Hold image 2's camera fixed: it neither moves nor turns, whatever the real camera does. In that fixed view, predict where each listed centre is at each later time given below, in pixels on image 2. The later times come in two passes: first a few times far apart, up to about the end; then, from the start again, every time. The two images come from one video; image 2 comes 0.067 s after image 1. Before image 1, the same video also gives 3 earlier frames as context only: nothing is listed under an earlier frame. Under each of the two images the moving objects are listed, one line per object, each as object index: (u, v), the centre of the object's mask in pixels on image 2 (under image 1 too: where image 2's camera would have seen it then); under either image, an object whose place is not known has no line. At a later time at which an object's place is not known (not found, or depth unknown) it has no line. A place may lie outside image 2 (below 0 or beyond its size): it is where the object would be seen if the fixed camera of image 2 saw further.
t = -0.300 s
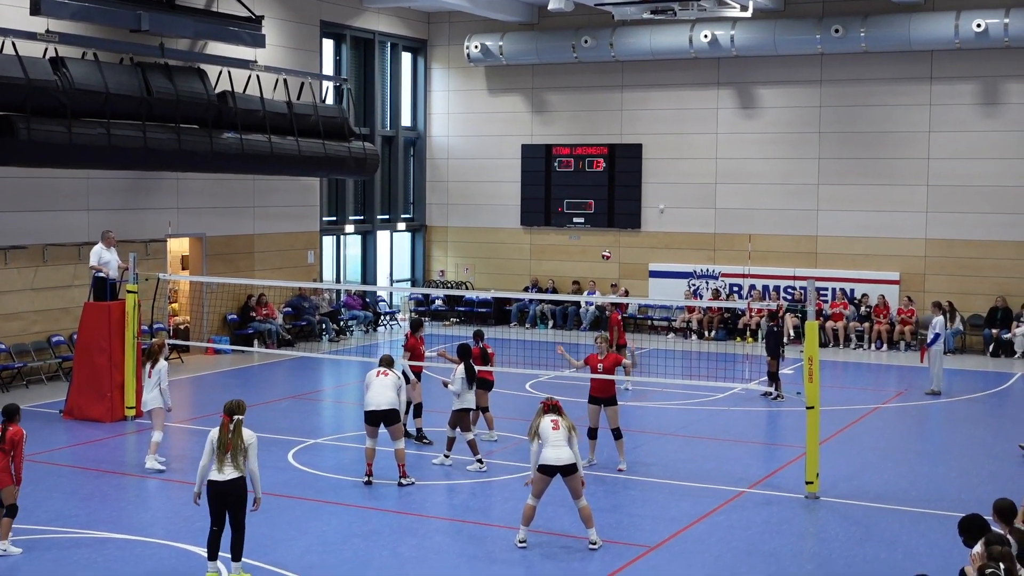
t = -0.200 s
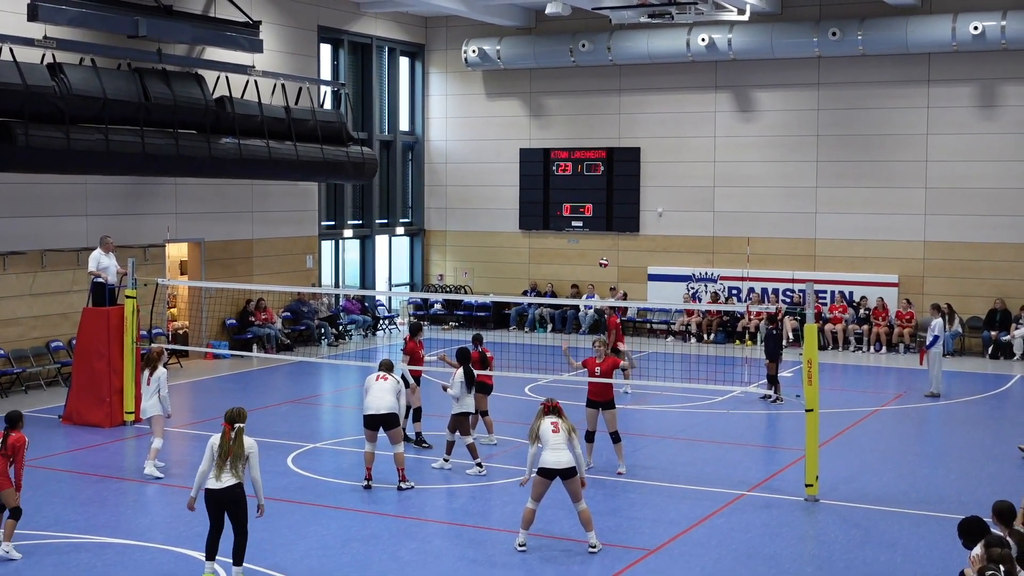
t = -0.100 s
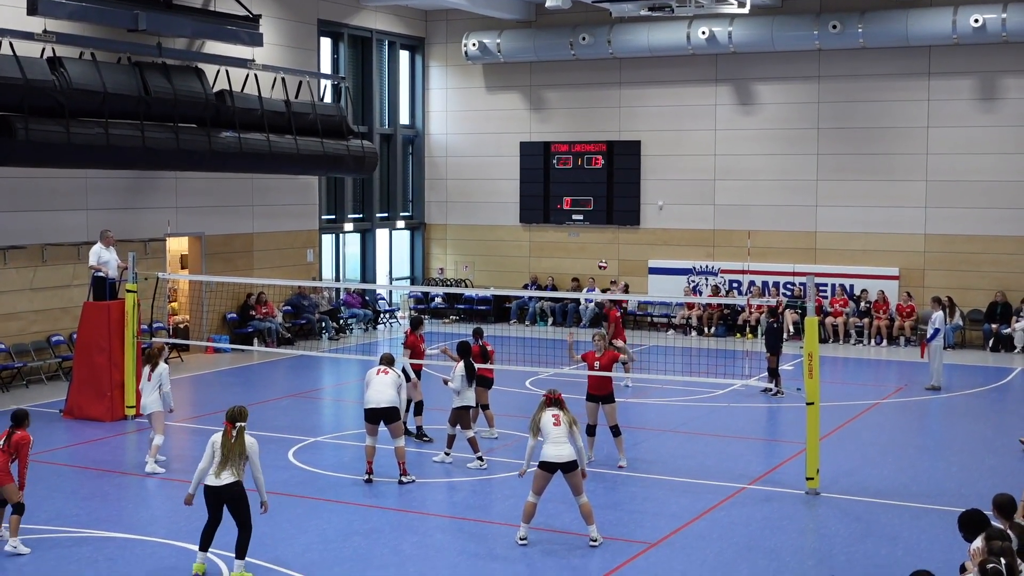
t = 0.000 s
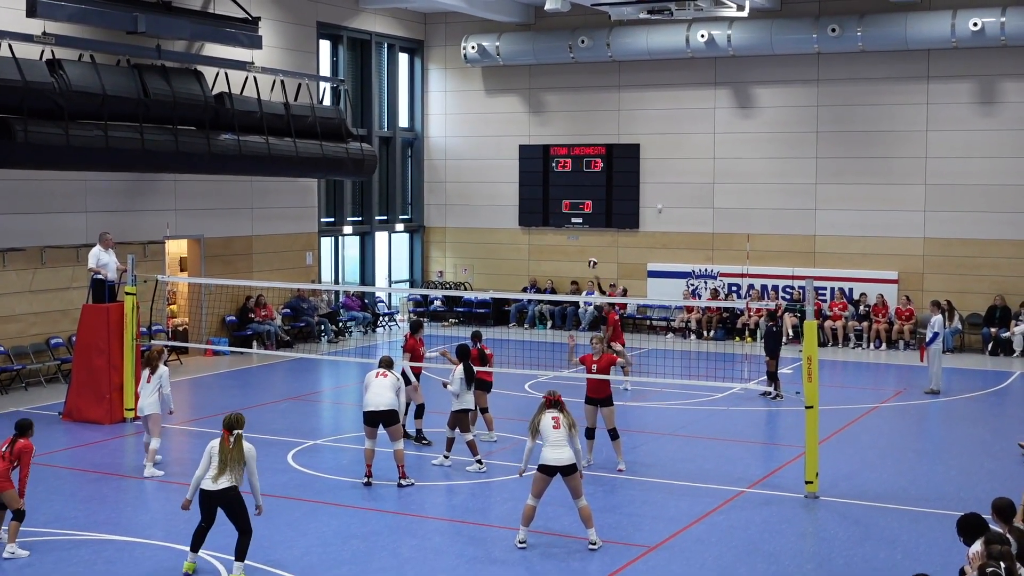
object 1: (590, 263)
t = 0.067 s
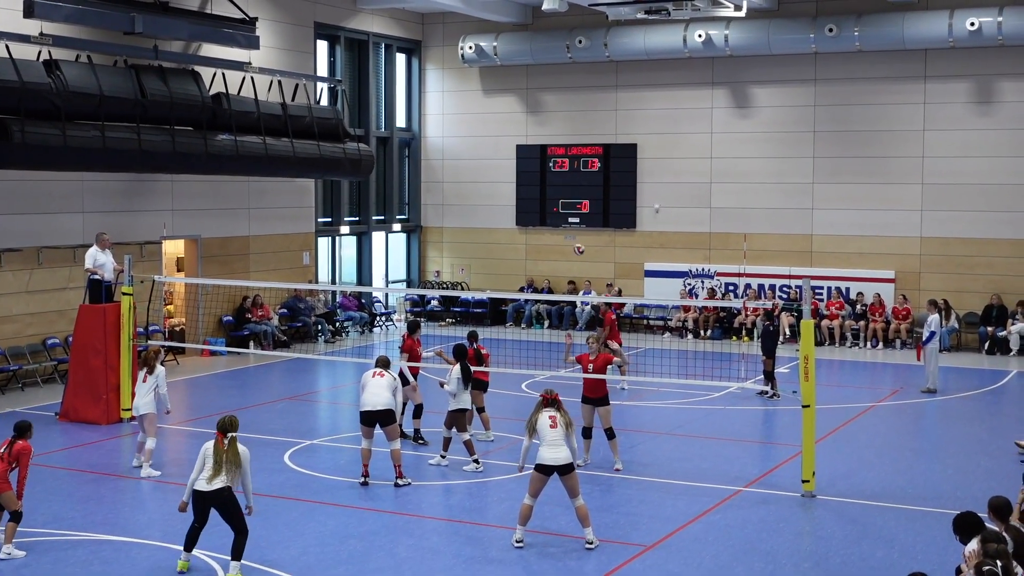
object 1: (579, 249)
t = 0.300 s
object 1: (539, 216)
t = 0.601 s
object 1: (474, 221)
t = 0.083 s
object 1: (576, 246)
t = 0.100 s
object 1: (574, 243)
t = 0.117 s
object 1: (571, 240)
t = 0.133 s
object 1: (569, 237)
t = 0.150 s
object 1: (566, 235)
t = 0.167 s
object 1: (563, 233)
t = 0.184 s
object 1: (560, 230)
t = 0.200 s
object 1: (557, 227)
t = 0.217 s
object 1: (555, 225)
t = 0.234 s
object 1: (552, 223)
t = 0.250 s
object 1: (548, 221)
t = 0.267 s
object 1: (545, 220)
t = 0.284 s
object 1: (542, 218)
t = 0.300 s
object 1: (539, 216)
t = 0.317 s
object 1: (536, 215)
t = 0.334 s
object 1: (533, 214)
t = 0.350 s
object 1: (530, 213)
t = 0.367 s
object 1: (526, 213)
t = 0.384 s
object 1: (522, 212)
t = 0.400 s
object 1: (519, 211)
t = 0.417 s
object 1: (516, 211)
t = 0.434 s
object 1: (513, 212)
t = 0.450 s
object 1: (509, 212)
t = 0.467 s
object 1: (505, 211)
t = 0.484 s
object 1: (502, 212)
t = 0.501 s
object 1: (497, 212)
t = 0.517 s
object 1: (494, 213)
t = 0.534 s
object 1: (490, 215)
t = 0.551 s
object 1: (486, 216)
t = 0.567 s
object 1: (482, 218)
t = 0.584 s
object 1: (478, 220)
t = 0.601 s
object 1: (474, 221)
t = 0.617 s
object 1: (469, 224)
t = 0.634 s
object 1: (466, 226)
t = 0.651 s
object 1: (462, 229)
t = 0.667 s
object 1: (458, 232)
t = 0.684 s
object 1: (453, 235)
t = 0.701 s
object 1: (449, 238)
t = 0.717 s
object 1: (445, 242)
